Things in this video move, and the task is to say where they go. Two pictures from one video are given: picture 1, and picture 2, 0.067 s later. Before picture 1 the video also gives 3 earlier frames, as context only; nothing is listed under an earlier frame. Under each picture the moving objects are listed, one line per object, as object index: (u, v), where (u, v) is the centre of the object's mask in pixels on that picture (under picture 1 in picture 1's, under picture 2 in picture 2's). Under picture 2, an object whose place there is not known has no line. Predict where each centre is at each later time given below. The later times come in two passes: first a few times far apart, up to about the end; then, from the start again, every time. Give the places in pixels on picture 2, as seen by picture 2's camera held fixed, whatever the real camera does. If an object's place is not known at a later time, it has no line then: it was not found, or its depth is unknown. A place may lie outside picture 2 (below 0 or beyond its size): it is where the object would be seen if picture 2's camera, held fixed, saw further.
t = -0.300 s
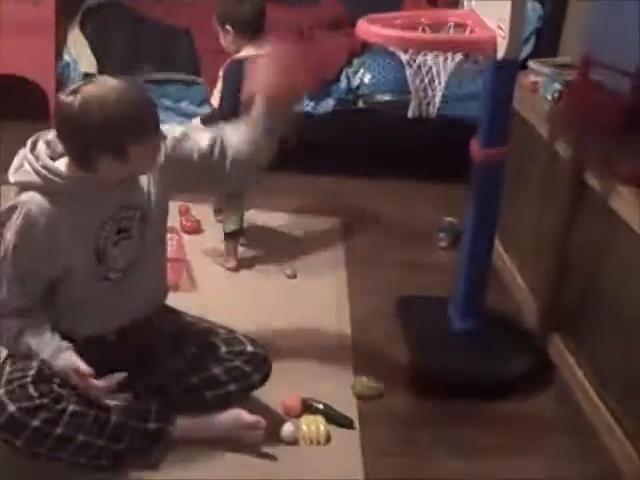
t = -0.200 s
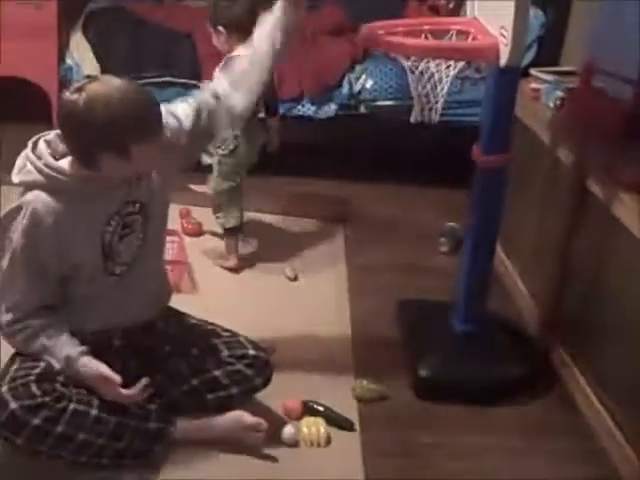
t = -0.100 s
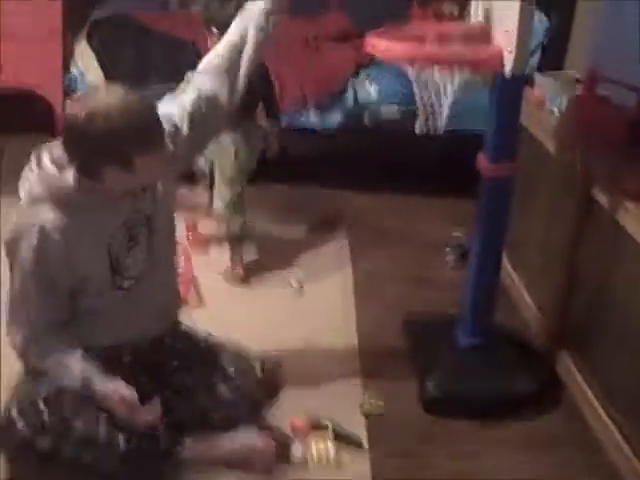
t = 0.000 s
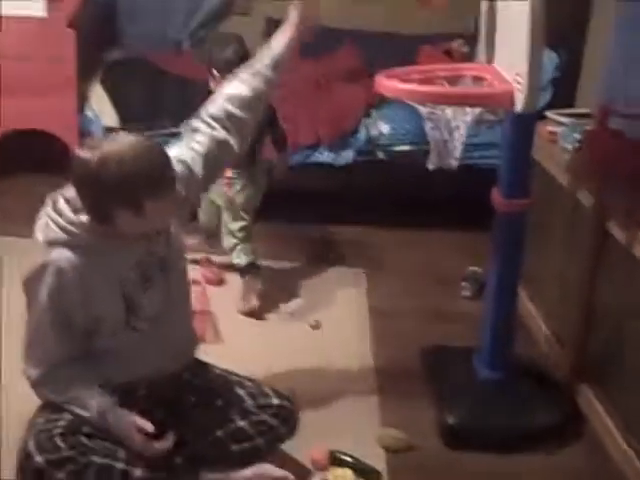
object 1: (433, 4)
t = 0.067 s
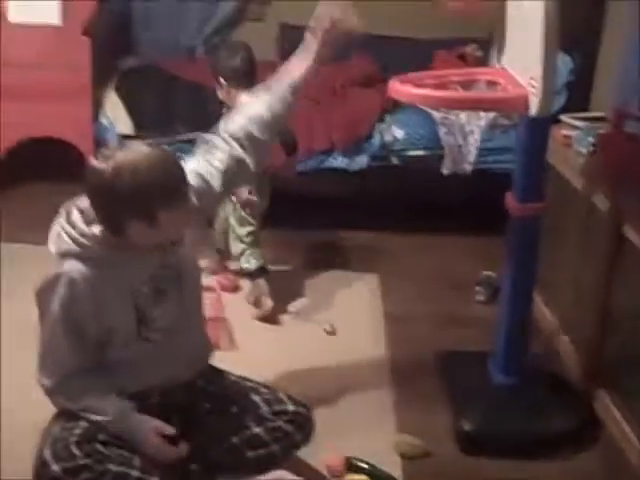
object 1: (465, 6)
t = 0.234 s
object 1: (453, 58)
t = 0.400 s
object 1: (408, 202)
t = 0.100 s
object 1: (478, 15)
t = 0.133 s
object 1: (472, 24)
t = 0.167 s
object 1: (463, 37)
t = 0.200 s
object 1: (458, 48)
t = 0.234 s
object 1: (453, 58)
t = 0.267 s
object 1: (425, 111)
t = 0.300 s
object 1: (426, 124)
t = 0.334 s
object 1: (424, 146)
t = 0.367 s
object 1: (418, 173)
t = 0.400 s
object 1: (408, 202)
